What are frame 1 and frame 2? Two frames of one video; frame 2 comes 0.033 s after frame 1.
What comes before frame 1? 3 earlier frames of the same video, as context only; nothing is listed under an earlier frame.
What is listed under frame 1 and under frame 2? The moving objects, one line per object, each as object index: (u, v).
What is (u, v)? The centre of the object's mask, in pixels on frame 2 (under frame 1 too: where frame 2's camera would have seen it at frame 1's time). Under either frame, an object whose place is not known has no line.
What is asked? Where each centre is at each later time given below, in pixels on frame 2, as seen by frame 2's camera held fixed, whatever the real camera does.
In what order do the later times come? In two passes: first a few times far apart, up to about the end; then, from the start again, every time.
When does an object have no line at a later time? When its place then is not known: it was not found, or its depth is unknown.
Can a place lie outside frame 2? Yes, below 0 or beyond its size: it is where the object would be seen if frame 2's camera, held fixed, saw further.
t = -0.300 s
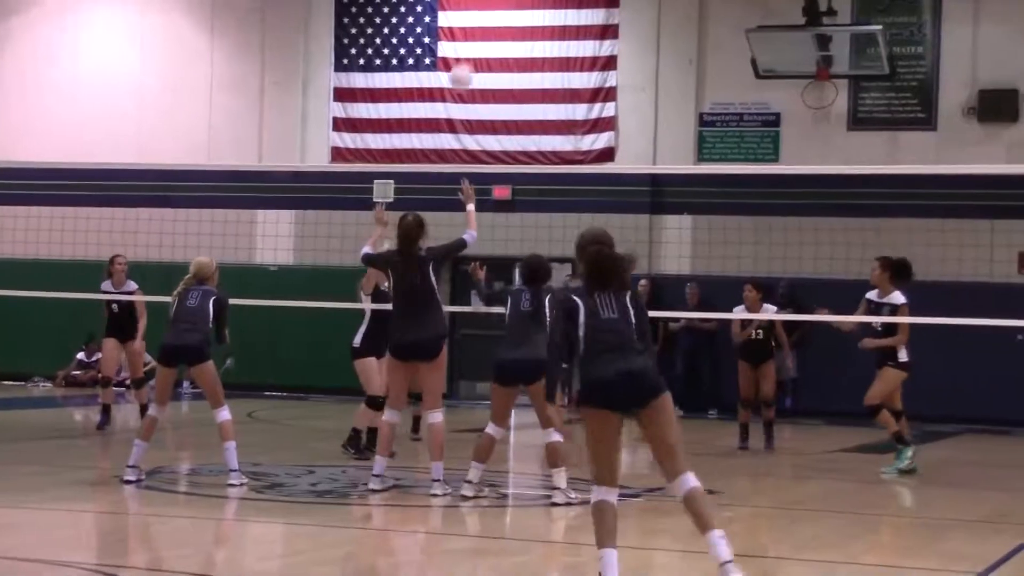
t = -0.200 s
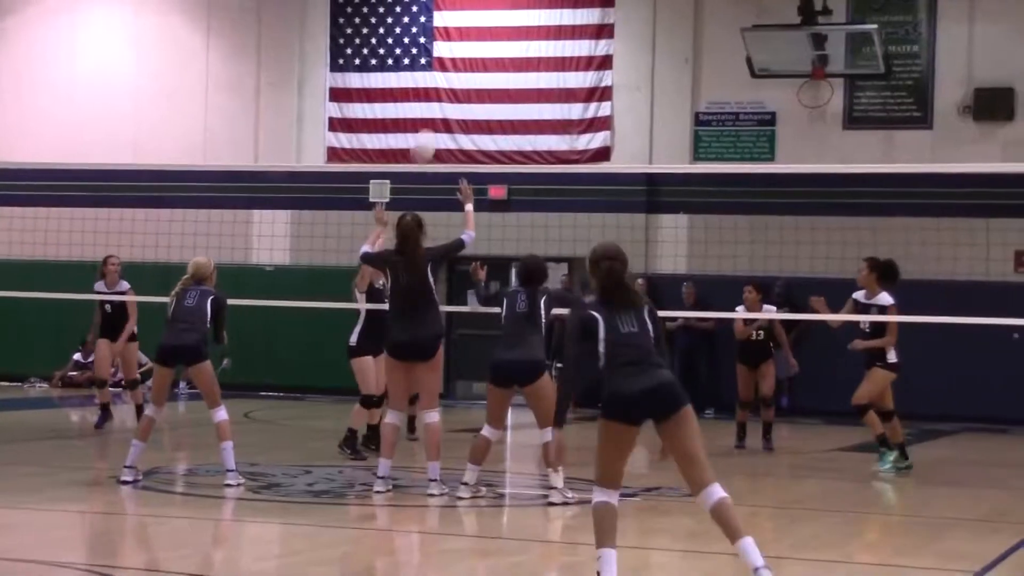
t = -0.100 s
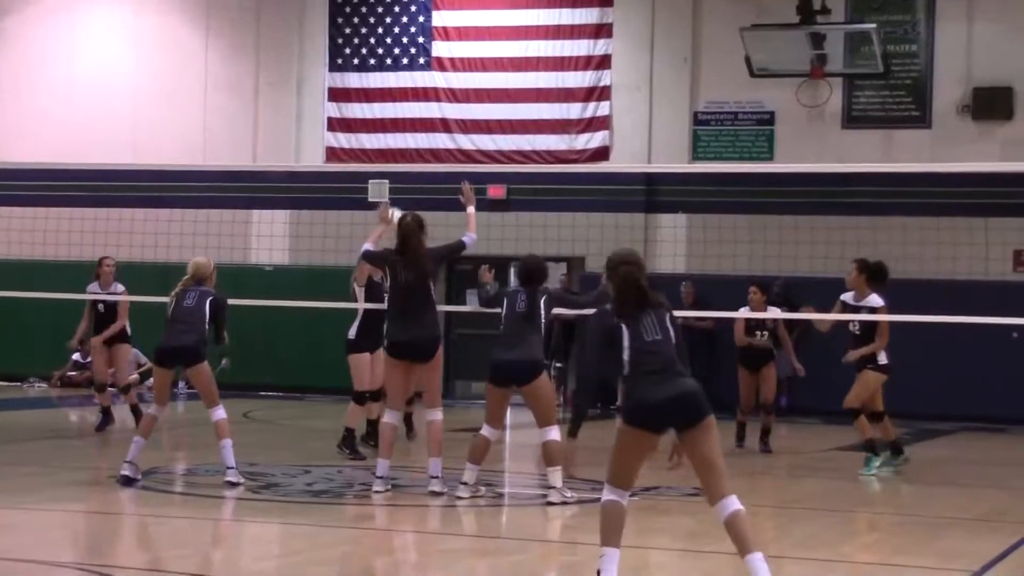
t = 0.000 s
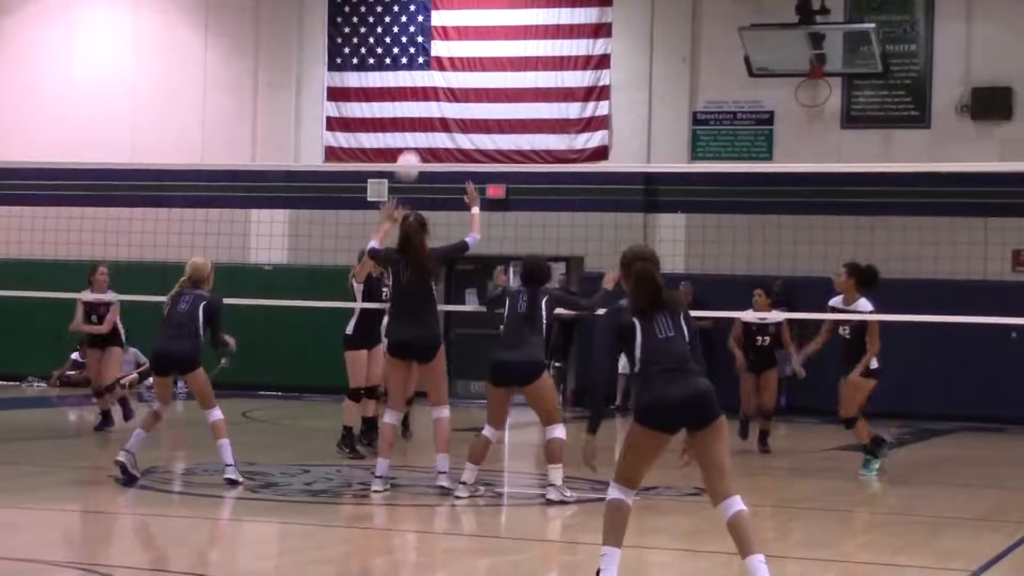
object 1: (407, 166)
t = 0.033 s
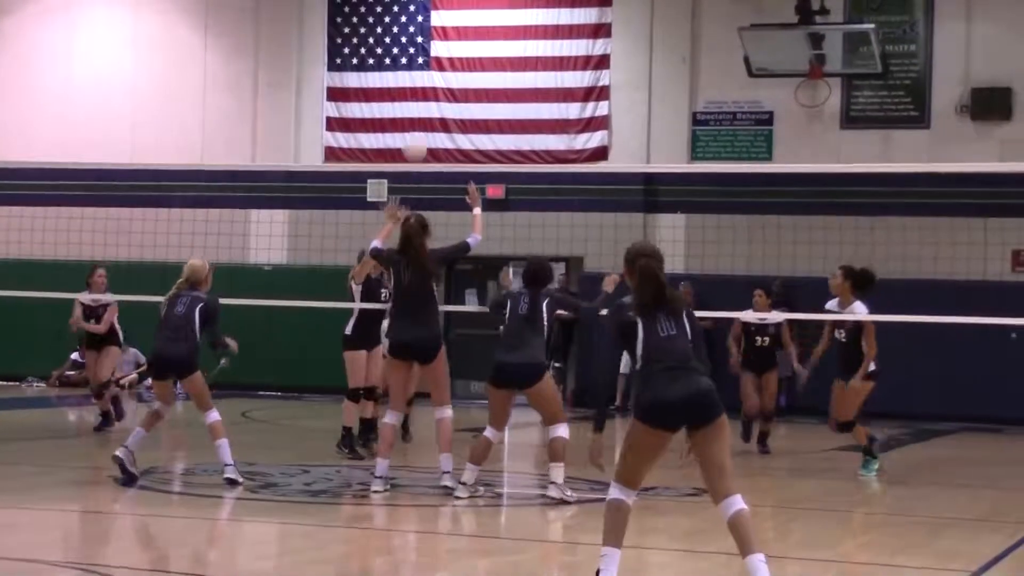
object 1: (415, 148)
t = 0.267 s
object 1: (467, 42)
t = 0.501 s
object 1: (517, 5)
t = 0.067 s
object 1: (423, 127)
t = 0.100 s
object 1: (430, 110)
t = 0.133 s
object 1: (438, 93)
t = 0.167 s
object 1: (446, 77)
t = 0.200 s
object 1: (452, 65)
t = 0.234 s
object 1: (460, 55)
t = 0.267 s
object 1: (467, 42)
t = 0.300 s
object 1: (474, 33)
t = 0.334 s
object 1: (481, 26)
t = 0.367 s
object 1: (489, 18)
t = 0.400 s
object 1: (496, 13)
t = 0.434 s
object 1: (503, 9)
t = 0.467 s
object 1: (510, 6)
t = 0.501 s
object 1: (517, 5)
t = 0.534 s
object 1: (524, 5)
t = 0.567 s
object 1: (531, 6)
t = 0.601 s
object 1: (538, 8)
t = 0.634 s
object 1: (546, 13)
